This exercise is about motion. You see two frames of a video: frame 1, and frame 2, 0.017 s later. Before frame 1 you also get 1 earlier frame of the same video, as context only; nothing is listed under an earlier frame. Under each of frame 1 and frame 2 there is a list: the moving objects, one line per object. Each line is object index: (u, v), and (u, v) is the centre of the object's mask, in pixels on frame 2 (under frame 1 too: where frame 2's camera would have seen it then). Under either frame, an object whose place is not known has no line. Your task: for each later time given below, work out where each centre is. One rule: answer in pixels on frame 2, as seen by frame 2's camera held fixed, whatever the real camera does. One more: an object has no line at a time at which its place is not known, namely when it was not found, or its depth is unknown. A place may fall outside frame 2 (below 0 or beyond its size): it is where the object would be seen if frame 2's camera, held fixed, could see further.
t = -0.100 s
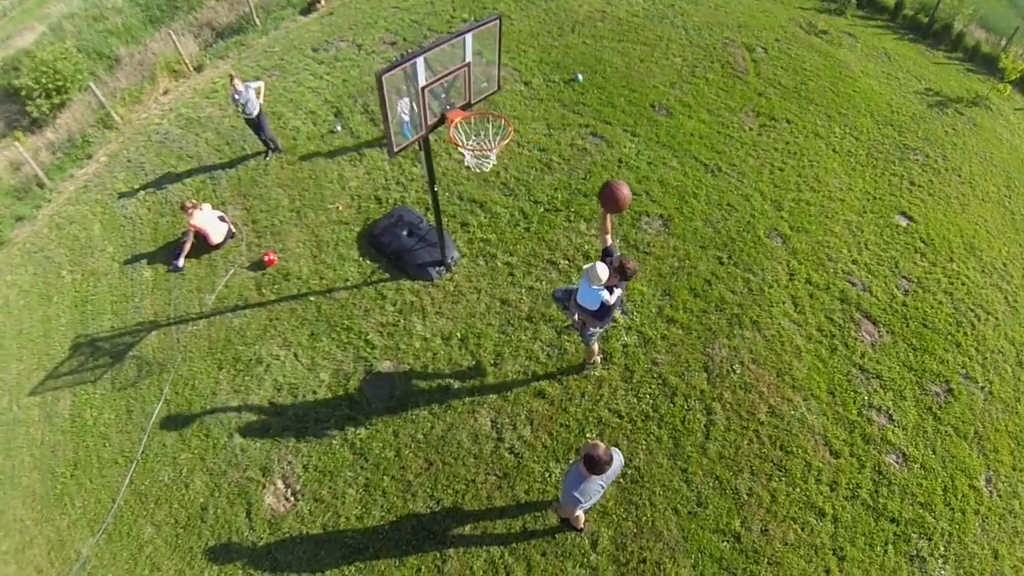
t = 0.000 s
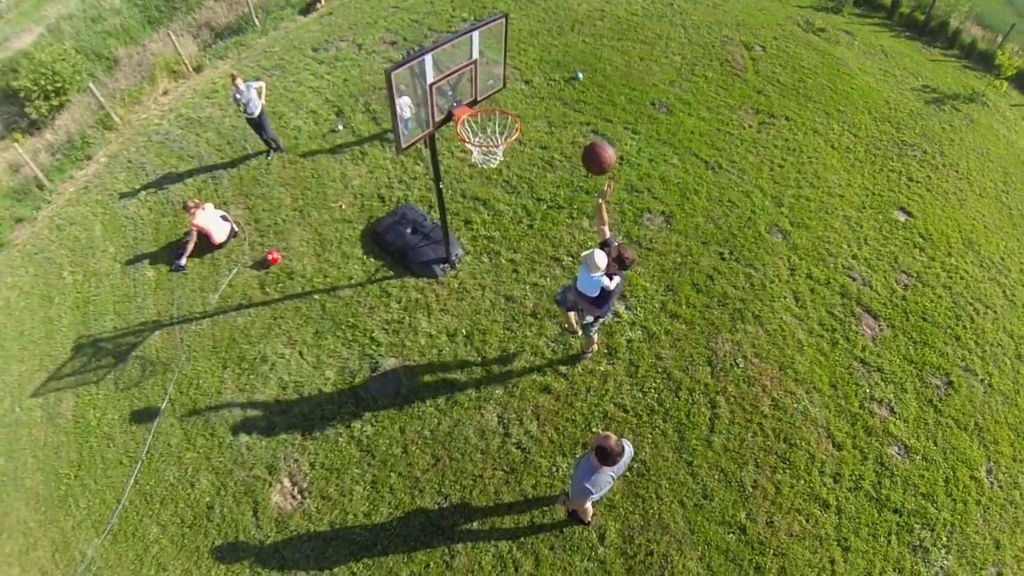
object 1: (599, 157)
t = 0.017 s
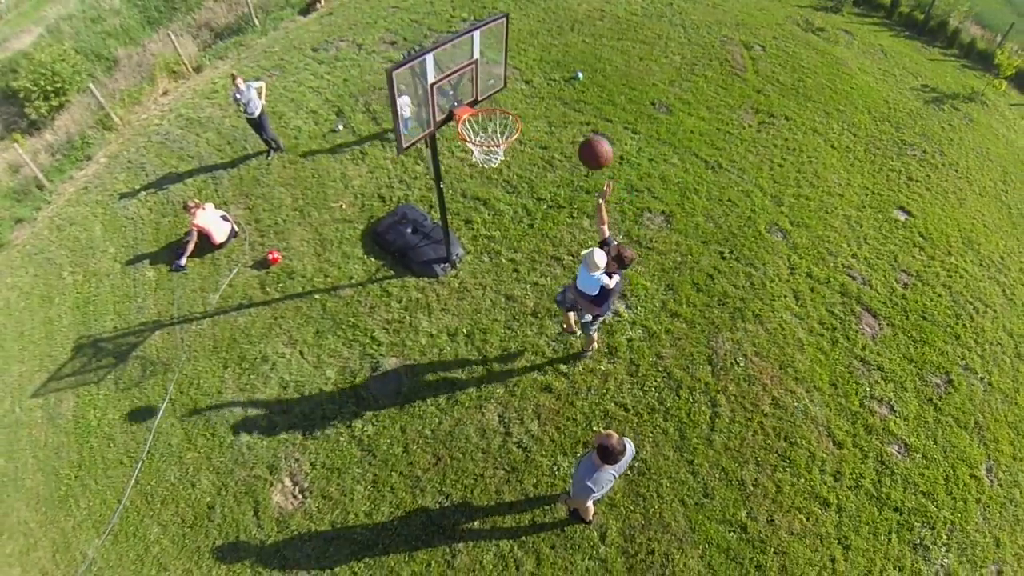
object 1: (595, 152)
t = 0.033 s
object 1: (591, 147)
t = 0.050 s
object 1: (588, 144)
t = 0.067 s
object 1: (584, 139)
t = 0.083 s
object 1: (580, 135)
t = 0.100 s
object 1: (576, 132)
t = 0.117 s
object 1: (572, 128)
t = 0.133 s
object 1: (568, 126)
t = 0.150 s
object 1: (564, 123)
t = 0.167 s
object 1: (560, 121)
